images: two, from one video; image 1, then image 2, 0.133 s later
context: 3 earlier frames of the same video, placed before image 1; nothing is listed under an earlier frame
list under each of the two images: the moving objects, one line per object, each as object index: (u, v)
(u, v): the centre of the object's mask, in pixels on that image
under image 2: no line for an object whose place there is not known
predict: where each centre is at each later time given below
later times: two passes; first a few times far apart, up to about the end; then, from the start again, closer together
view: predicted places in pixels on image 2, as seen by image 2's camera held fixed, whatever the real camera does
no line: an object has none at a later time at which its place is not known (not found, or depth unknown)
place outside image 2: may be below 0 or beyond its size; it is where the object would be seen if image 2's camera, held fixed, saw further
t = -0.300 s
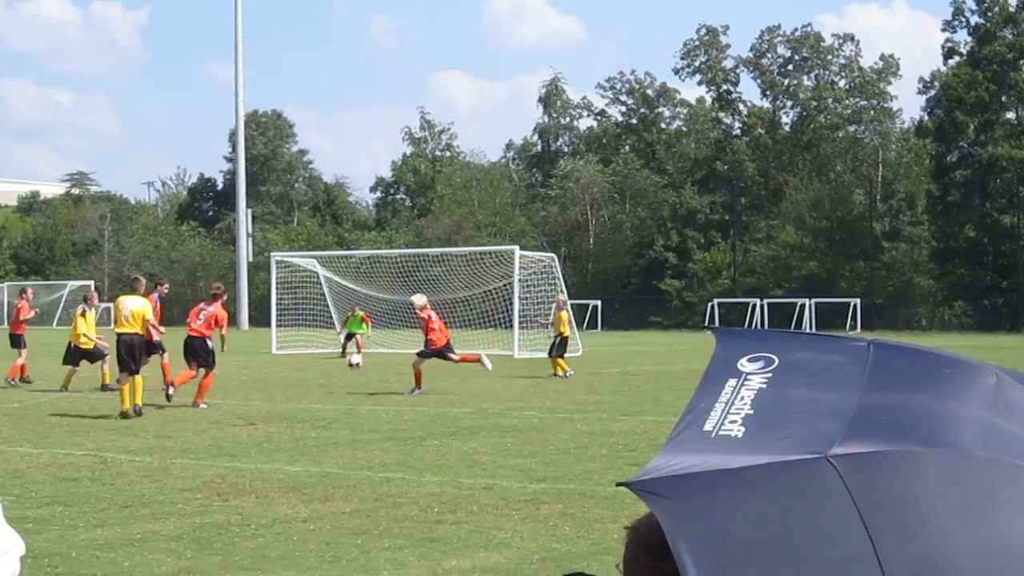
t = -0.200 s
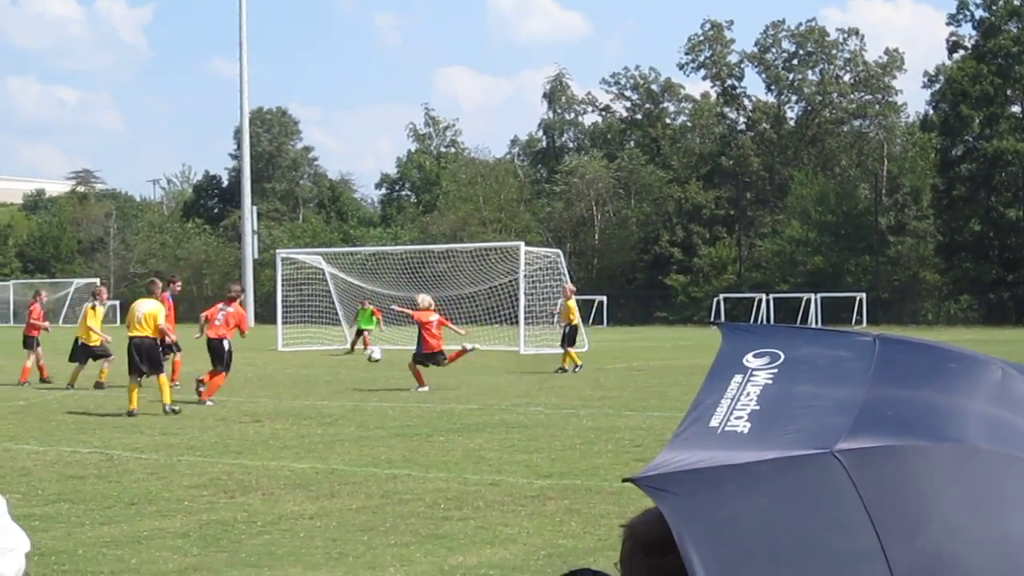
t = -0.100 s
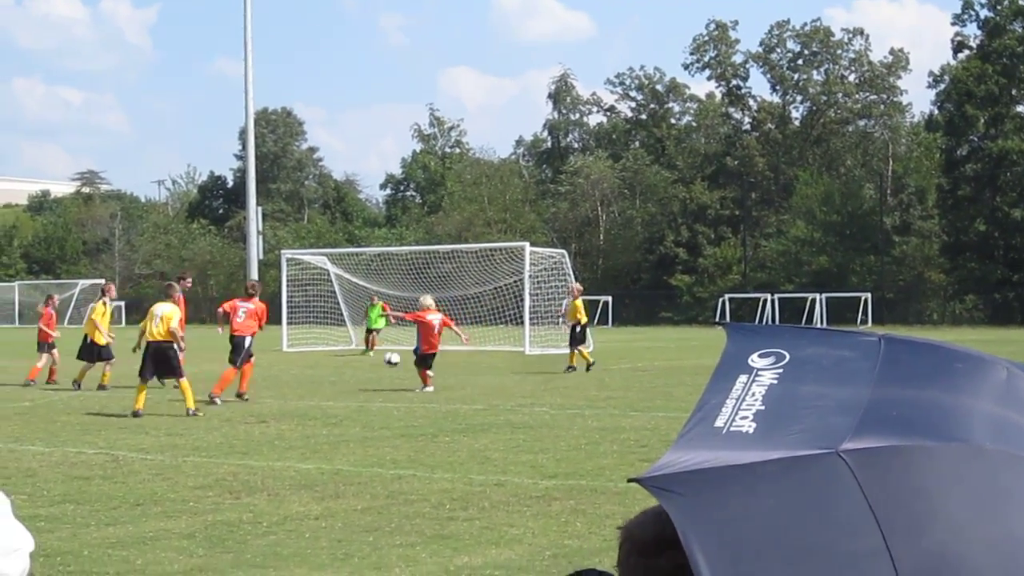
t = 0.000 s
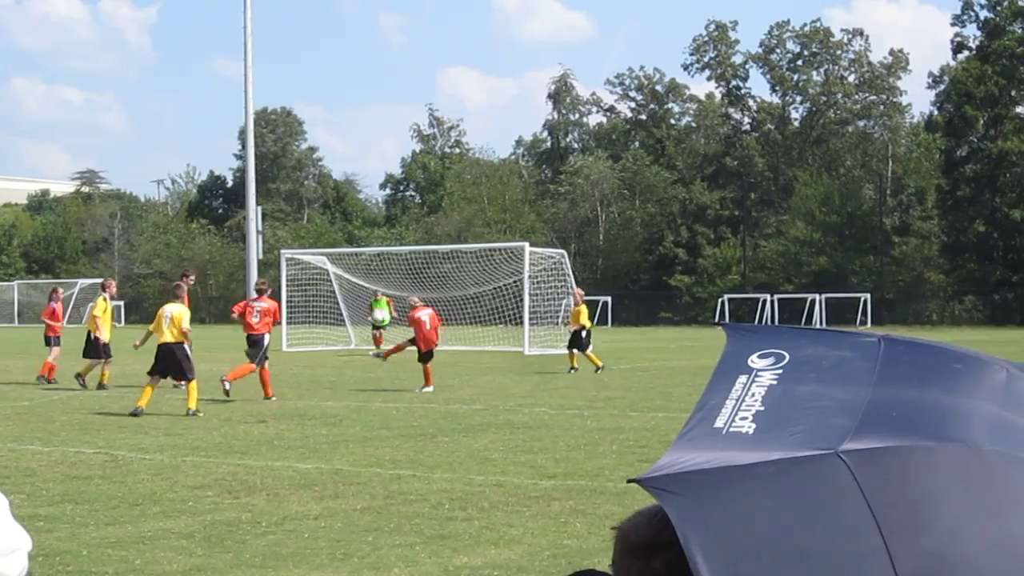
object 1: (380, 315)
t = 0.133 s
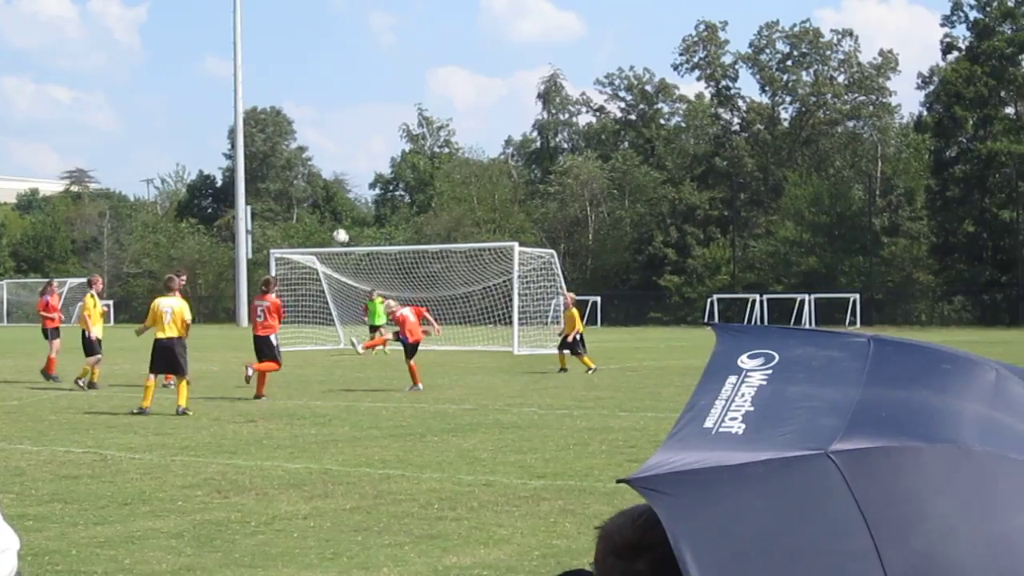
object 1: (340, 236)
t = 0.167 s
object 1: (333, 219)
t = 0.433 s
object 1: (284, 109)
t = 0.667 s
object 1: (245, 58)
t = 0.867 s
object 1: (212, 45)
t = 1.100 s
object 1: (176, 62)
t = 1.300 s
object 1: (144, 105)
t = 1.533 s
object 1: (106, 184)
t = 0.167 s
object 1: (333, 219)
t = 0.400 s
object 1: (290, 119)
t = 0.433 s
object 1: (284, 109)
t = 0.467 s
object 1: (278, 100)
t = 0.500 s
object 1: (272, 91)
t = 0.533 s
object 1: (266, 83)
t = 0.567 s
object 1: (260, 76)
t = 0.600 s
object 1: (255, 69)
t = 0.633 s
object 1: (249, 63)
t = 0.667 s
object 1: (245, 58)
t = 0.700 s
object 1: (239, 54)
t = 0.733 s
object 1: (232, 51)
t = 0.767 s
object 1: (228, 48)
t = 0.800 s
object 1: (223, 46)
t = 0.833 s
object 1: (217, 45)
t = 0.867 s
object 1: (212, 45)
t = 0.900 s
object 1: (207, 45)
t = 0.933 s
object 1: (201, 46)
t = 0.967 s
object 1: (196, 48)
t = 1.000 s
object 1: (191, 50)
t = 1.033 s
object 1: (186, 53)
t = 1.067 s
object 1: (181, 57)
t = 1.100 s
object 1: (176, 62)
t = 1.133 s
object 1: (171, 67)
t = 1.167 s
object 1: (165, 74)
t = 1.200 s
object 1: (160, 81)
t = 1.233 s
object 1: (155, 88)
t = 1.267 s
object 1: (150, 96)
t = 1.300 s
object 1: (144, 105)
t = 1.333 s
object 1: (139, 114)
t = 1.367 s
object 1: (134, 126)
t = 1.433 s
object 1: (123, 147)
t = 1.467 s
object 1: (117, 159)
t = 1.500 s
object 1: (111, 172)
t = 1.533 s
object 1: (106, 184)
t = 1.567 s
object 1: (101, 199)
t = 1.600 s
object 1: (94, 213)
